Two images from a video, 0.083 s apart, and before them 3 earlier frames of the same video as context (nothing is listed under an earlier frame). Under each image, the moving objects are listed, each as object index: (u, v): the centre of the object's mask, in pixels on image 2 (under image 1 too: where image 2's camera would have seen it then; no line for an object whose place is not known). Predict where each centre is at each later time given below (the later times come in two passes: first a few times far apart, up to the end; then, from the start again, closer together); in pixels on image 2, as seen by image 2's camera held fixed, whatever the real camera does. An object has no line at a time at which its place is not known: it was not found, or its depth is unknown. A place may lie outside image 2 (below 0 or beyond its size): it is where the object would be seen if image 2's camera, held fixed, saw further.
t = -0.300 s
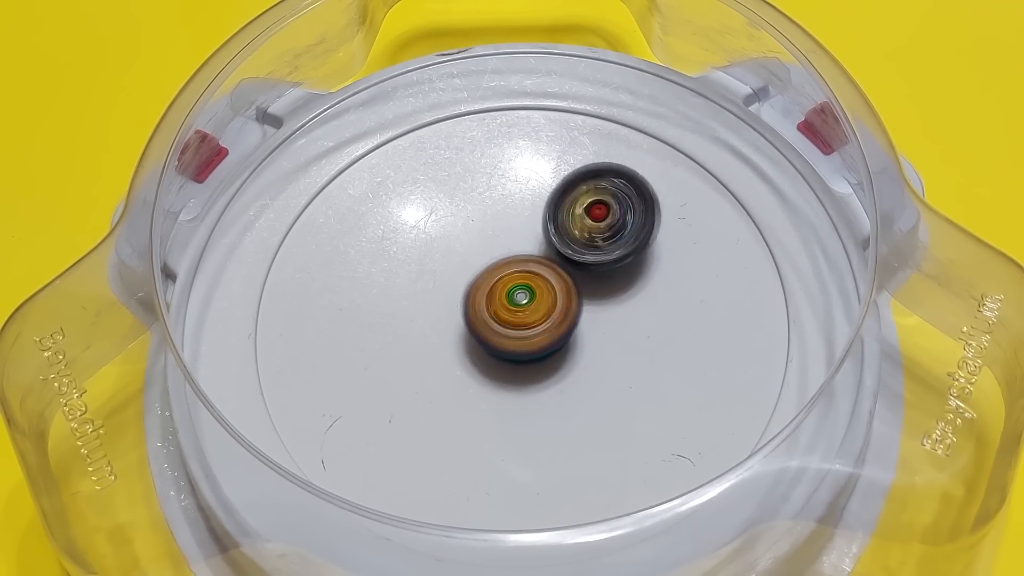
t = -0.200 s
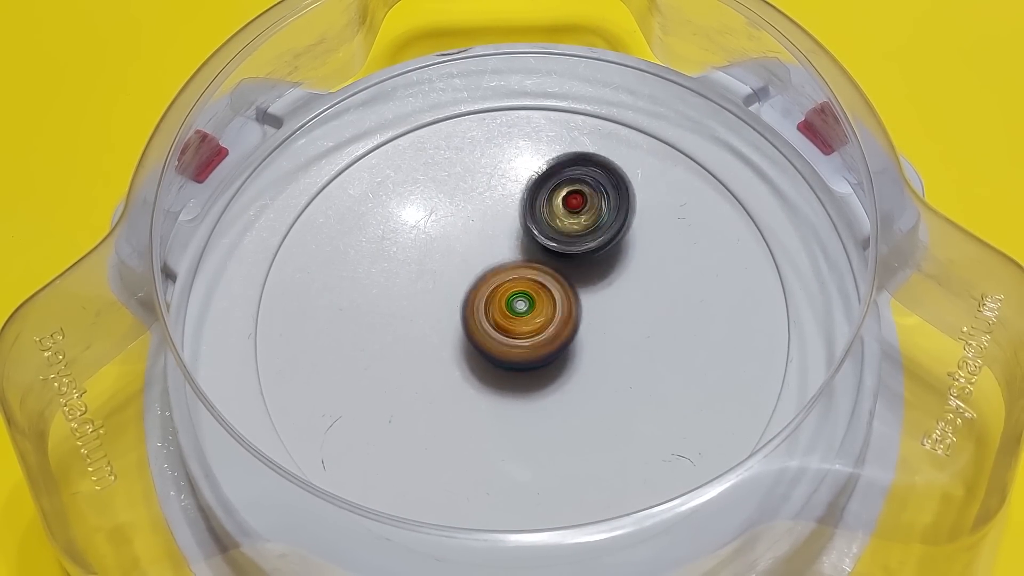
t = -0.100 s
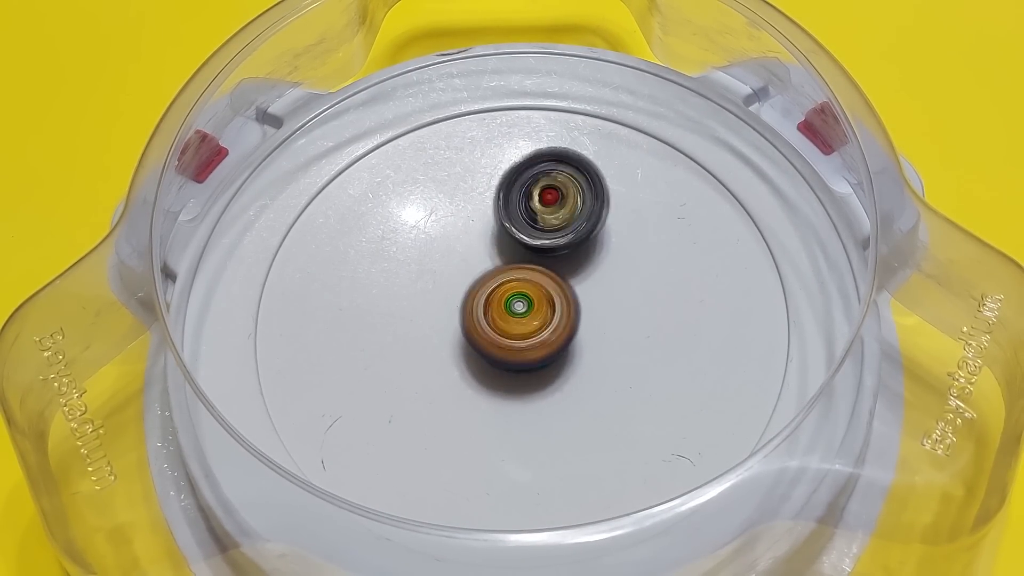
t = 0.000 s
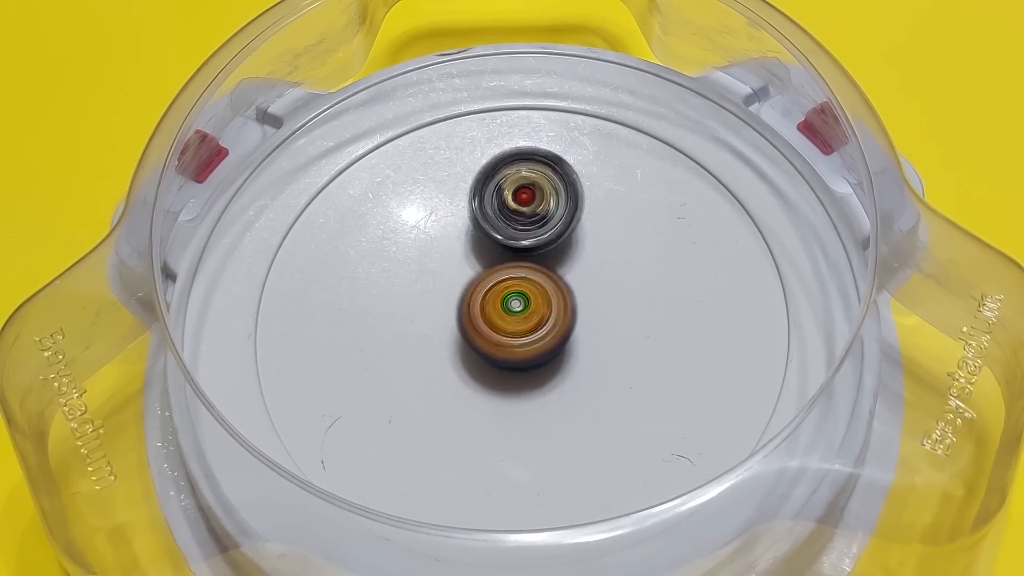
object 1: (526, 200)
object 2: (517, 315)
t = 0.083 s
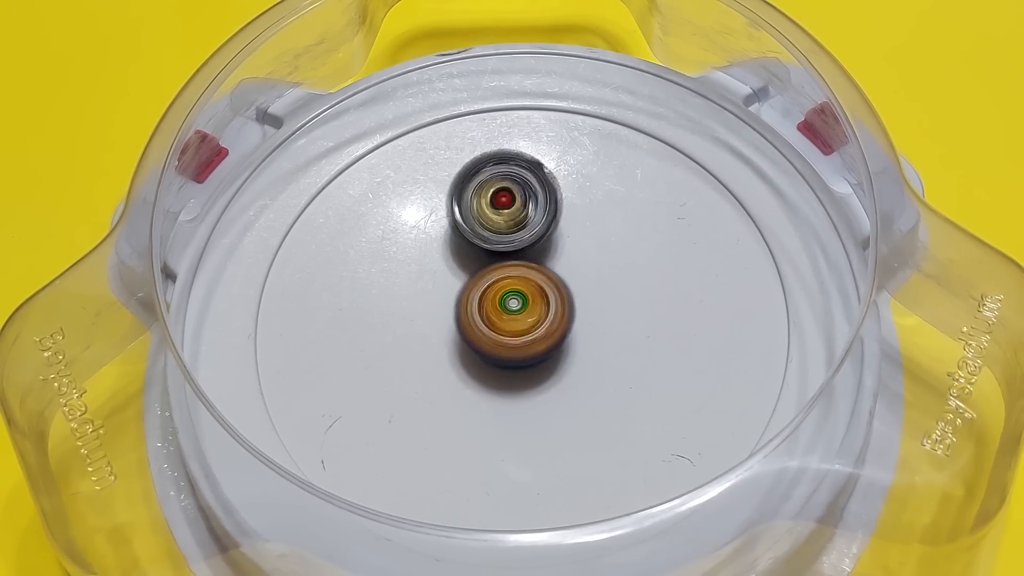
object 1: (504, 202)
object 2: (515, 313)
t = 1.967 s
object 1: (627, 338)
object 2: (514, 288)
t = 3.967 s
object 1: (453, 398)
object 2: (530, 285)
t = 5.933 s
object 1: (394, 306)
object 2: (535, 309)
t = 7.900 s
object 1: (379, 248)
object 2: (553, 313)
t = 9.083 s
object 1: (622, 386)
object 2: (480, 301)
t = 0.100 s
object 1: (499, 204)
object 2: (514, 313)
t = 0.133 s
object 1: (490, 203)
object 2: (515, 315)
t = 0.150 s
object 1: (484, 203)
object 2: (516, 316)
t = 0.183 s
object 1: (476, 201)
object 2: (517, 318)
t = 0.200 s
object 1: (471, 203)
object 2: (517, 318)
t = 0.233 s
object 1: (463, 205)
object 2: (517, 319)
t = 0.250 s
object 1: (458, 205)
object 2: (517, 319)
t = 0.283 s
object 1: (450, 210)
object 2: (517, 320)
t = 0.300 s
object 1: (446, 210)
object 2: (517, 320)
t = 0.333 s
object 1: (439, 215)
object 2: (517, 320)
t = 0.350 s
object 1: (435, 216)
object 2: (517, 320)
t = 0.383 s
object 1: (429, 221)
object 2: (517, 321)
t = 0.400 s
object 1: (425, 223)
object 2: (517, 321)
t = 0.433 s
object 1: (419, 229)
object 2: (517, 321)
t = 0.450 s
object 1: (415, 232)
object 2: (517, 322)
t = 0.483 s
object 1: (410, 237)
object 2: (517, 322)
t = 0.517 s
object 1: (405, 243)
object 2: (518, 322)
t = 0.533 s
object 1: (403, 246)
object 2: (518, 322)
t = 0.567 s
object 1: (399, 253)
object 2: (518, 321)
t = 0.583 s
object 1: (397, 257)
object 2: (518, 322)
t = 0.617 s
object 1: (394, 264)
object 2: (518, 322)
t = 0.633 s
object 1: (393, 267)
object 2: (518, 322)
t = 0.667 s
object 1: (391, 274)
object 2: (518, 321)
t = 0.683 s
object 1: (390, 279)
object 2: (519, 321)
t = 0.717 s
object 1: (389, 287)
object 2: (519, 321)
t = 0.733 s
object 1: (390, 291)
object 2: (519, 320)
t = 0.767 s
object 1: (389, 299)
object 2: (519, 320)
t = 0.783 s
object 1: (390, 303)
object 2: (519, 319)
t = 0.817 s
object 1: (390, 310)
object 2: (520, 318)
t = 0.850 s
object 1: (392, 318)
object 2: (520, 318)
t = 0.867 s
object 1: (391, 321)
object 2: (522, 317)
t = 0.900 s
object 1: (392, 329)
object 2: (523, 316)
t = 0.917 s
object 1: (393, 332)
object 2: (524, 315)
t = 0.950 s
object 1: (396, 340)
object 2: (525, 314)
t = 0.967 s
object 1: (399, 344)
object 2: (525, 313)
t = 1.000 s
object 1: (404, 352)
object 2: (526, 312)
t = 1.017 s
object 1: (406, 354)
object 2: (526, 312)
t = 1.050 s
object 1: (412, 363)
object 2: (527, 311)
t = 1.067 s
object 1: (414, 366)
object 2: (528, 309)
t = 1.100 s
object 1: (419, 374)
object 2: (528, 308)
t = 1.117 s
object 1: (422, 376)
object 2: (529, 307)
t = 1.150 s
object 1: (428, 383)
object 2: (530, 305)
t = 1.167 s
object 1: (432, 385)
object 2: (530, 304)
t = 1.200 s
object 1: (439, 391)
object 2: (530, 303)
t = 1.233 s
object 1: (449, 395)
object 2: (531, 301)
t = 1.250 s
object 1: (452, 396)
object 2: (531, 301)
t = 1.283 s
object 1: (462, 400)
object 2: (531, 299)
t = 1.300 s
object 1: (466, 401)
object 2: (531, 299)
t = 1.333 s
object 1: (476, 405)
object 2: (531, 297)
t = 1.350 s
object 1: (481, 405)
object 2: (531, 297)
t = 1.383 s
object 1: (491, 409)
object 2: (530, 295)
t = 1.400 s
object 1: (497, 409)
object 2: (531, 294)
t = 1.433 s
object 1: (507, 410)
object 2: (530, 294)
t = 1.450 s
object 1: (512, 410)
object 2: (530, 293)
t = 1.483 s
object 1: (522, 409)
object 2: (530, 292)
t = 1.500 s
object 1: (528, 409)
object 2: (529, 292)
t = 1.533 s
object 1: (537, 408)
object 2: (528, 290)
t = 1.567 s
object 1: (547, 407)
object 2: (528, 290)
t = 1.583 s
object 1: (552, 406)
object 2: (527, 290)
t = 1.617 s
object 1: (560, 403)
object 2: (526, 288)
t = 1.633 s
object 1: (566, 401)
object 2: (526, 289)
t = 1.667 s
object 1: (578, 395)
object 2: (524, 288)
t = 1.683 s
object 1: (582, 394)
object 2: (524, 287)
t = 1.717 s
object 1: (590, 389)
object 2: (523, 287)
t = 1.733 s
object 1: (593, 387)
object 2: (522, 287)
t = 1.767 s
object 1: (601, 380)
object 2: (521, 287)
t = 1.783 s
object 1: (604, 377)
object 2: (520, 287)
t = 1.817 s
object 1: (610, 373)
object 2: (519, 287)
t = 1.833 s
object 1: (613, 368)
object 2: (519, 287)
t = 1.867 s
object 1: (617, 361)
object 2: (517, 288)
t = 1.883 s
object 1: (619, 358)
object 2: (517, 287)
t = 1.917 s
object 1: (623, 350)
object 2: (516, 288)
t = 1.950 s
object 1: (626, 344)
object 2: (514, 289)
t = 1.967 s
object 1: (627, 338)
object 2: (514, 288)
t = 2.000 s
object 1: (629, 331)
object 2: (512, 289)
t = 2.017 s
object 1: (637, 328)
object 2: (505, 288)
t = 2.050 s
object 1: (649, 321)
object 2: (492, 288)
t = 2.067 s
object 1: (651, 318)
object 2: (488, 288)
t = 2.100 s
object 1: (655, 312)
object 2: (484, 289)
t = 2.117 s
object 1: (655, 309)
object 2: (483, 289)
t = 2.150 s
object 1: (656, 303)
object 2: (482, 290)
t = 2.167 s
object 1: (656, 300)
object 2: (481, 290)
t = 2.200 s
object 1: (656, 293)
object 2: (479, 291)
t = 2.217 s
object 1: (655, 290)
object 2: (478, 293)
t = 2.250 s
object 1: (653, 284)
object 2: (476, 294)
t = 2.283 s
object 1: (650, 278)
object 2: (475, 295)
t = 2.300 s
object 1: (648, 276)
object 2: (474, 296)
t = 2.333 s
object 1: (644, 270)
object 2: (473, 298)
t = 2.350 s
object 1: (642, 268)
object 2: (473, 299)
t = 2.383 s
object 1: (637, 262)
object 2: (473, 300)
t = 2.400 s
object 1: (634, 260)
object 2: (472, 301)
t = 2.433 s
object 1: (627, 253)
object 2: (472, 303)
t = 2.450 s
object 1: (625, 250)
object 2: (472, 304)
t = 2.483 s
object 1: (618, 244)
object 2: (472, 305)
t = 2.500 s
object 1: (614, 240)
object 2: (473, 306)
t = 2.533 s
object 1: (606, 237)
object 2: (473, 308)
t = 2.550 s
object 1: (602, 234)
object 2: (474, 309)
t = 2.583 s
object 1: (594, 231)
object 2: (476, 310)
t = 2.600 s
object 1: (589, 229)
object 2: (476, 311)
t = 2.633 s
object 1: (581, 226)
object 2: (477, 313)
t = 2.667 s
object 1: (572, 223)
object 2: (479, 314)
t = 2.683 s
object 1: (567, 223)
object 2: (480, 314)
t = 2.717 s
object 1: (558, 221)
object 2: (483, 316)
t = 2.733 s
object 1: (553, 220)
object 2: (484, 317)
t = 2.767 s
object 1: (544, 220)
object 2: (487, 318)
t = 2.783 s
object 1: (540, 216)
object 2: (487, 322)
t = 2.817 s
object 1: (530, 209)
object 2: (490, 330)
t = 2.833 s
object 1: (525, 207)
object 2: (492, 334)
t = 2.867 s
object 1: (517, 205)
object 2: (496, 337)
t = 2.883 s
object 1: (512, 204)
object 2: (498, 338)
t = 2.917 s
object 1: (503, 204)
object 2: (501, 339)
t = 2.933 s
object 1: (499, 203)
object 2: (503, 339)
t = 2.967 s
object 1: (490, 204)
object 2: (506, 339)
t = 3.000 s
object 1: (482, 205)
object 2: (509, 339)
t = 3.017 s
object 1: (479, 206)
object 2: (511, 339)
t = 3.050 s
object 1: (470, 207)
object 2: (514, 339)
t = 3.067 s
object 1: (466, 208)
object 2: (515, 338)
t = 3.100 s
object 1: (458, 213)
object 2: (517, 337)
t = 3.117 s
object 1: (455, 214)
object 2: (519, 336)
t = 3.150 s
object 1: (447, 218)
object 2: (522, 334)
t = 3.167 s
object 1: (444, 220)
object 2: (523, 333)
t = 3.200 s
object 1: (436, 225)
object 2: (525, 331)
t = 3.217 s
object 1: (433, 230)
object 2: (526, 330)
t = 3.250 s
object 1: (428, 235)
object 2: (528, 328)
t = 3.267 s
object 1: (425, 239)
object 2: (529, 327)
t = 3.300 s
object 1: (420, 244)
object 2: (531, 324)
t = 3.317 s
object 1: (418, 247)
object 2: (531, 322)
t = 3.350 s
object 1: (414, 255)
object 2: (532, 320)
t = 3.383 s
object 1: (411, 265)
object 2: (532, 317)
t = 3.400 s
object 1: (411, 269)
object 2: (533, 316)
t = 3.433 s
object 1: (409, 277)
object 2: (533, 314)
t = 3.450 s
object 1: (408, 281)
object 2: (533, 312)
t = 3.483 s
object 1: (408, 291)
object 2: (533, 310)
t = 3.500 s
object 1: (406, 297)
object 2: (535, 308)
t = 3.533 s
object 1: (401, 307)
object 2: (541, 304)
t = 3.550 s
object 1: (399, 310)
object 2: (543, 302)
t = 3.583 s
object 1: (398, 316)
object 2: (545, 299)
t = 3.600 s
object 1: (398, 322)
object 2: (545, 297)
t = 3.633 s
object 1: (398, 331)
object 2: (545, 294)
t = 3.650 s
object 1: (398, 335)
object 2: (544, 294)
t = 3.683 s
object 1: (399, 344)
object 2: (543, 292)
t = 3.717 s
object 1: (403, 353)
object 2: (542, 291)
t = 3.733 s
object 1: (405, 357)
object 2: (541, 290)
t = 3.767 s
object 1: (409, 364)
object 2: (540, 289)
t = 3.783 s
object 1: (411, 367)
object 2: (539, 289)
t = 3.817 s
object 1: (417, 375)
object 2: (538, 287)
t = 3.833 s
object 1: (420, 378)
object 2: (538, 287)
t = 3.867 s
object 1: (426, 384)
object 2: (535, 286)
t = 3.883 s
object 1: (431, 387)
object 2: (535, 286)
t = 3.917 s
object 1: (439, 392)
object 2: (533, 286)
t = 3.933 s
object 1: (443, 394)
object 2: (532, 285)
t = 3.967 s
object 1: (453, 398)
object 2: (530, 285)
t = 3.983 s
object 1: (457, 399)
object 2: (530, 286)
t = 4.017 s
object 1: (467, 402)
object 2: (528, 286)
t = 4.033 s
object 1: (473, 403)
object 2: (527, 285)
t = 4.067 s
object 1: (483, 405)
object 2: (525, 286)
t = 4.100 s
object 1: (494, 406)
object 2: (523, 286)
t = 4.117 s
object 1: (499, 407)
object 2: (522, 287)
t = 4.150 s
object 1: (511, 407)
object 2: (520, 287)
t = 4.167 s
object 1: (516, 406)
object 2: (518, 287)
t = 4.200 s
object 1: (527, 404)
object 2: (516, 288)
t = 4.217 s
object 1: (532, 403)
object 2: (515, 290)
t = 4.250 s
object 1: (543, 400)
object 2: (513, 291)
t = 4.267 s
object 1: (548, 398)
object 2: (512, 291)
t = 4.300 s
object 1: (558, 394)
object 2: (510, 294)
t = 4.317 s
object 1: (563, 392)
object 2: (509, 294)
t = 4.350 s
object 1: (575, 390)
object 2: (504, 293)
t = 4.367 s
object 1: (579, 388)
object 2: (502, 294)
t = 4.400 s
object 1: (588, 382)
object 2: (500, 296)
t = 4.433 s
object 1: (596, 376)
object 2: (499, 299)
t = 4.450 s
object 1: (601, 372)
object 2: (498, 300)
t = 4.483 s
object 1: (608, 365)
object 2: (497, 302)
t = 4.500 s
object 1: (611, 361)
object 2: (497, 304)
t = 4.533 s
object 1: (617, 353)
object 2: (497, 306)
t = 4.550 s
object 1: (618, 349)
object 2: (497, 307)
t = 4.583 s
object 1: (623, 340)
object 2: (497, 309)
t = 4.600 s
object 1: (625, 337)
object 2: (498, 311)
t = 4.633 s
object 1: (628, 327)
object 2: (498, 314)
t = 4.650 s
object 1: (629, 322)
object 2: (498, 314)
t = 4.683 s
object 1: (630, 313)
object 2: (499, 316)
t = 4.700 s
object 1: (631, 309)
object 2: (500, 318)
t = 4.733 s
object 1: (631, 299)
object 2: (502, 320)
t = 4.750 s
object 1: (630, 296)
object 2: (502, 320)
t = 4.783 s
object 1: (629, 287)
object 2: (504, 322)
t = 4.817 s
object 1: (626, 278)
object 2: (506, 323)
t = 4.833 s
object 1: (625, 274)
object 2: (507, 323)
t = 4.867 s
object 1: (622, 265)
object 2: (509, 324)
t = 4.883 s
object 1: (620, 262)
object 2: (510, 325)
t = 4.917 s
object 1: (615, 255)
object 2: (512, 325)
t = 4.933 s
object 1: (613, 249)
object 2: (512, 325)
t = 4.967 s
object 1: (607, 242)
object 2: (515, 325)
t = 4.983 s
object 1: (603, 238)
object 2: (516, 325)
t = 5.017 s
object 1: (596, 232)
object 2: (518, 325)
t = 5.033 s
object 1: (592, 229)
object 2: (519, 324)
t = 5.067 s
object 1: (585, 224)
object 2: (521, 324)
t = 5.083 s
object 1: (581, 223)
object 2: (522, 324)
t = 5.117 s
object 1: (573, 218)
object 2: (524, 322)
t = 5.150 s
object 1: (564, 215)
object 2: (525, 322)
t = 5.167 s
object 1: (560, 212)
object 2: (526, 323)
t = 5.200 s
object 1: (550, 205)
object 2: (528, 328)
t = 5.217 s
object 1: (546, 203)
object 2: (528, 329)
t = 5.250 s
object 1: (537, 199)
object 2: (530, 328)
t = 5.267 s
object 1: (533, 198)
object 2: (530, 328)
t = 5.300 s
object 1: (523, 196)
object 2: (530, 327)
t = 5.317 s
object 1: (519, 196)
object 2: (530, 326)
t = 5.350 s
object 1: (509, 196)
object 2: (530, 325)
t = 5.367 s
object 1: (505, 196)
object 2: (531, 324)
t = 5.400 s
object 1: (495, 197)
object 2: (531, 323)
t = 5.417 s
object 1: (491, 198)
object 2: (531, 322)
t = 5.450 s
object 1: (482, 201)
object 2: (530, 321)
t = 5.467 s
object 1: (478, 202)
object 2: (530, 319)
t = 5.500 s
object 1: (470, 206)
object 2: (530, 318)
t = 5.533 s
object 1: (463, 211)
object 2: (529, 317)
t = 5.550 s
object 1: (459, 214)
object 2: (529, 316)
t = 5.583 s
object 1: (451, 221)
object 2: (528, 315)
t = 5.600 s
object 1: (448, 223)
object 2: (528, 314)
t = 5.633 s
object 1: (441, 231)
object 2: (527, 313)
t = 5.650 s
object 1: (438, 234)
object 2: (526, 311)
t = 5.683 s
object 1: (431, 243)
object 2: (525, 311)
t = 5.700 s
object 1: (427, 247)
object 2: (526, 310)
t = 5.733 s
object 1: (413, 251)
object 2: (534, 311)
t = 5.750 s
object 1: (408, 256)
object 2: (537, 310)
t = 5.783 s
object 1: (402, 264)
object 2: (539, 310)
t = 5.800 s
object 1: (400, 268)
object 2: (539, 309)
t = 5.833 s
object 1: (397, 278)
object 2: (537, 309)
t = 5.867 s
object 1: (395, 287)
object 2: (536, 309)
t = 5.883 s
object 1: (394, 291)
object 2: (536, 309)
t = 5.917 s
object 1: (394, 301)
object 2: (535, 309)
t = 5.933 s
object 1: (394, 306)
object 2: (535, 309)
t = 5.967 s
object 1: (395, 316)
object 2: (534, 309)
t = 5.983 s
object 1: (396, 321)
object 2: (533, 309)
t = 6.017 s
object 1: (398, 330)
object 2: (532, 309)
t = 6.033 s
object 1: (400, 334)
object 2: (531, 309)
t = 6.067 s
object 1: (404, 342)
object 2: (530, 310)
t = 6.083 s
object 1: (407, 346)
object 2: (530, 310)
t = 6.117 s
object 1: (414, 354)
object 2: (529, 311)
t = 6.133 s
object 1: (416, 360)
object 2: (530, 310)
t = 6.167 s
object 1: (417, 372)
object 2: (535, 303)
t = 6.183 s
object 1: (421, 378)
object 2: (537, 300)
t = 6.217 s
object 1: (428, 385)
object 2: (539, 296)
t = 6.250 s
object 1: (436, 392)
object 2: (539, 294)
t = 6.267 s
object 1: (441, 394)
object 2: (538, 294)
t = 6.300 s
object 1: (451, 399)
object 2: (538, 293)
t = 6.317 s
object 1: (457, 401)
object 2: (537, 294)
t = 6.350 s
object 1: (469, 404)
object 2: (537, 294)
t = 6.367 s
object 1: (475, 405)
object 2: (536, 294)
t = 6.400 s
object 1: (488, 407)
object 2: (536, 294)
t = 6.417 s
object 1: (494, 408)
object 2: (536, 295)
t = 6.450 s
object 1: (507, 408)
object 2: (535, 295)
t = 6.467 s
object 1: (514, 408)
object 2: (535, 295)
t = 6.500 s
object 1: (526, 406)
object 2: (535, 295)
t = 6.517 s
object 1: (533, 405)
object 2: (534, 295)
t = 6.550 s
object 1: (545, 402)
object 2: (534, 295)
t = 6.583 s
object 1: (559, 400)
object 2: (532, 294)
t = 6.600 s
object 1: (565, 400)
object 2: (530, 293)
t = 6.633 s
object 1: (576, 397)
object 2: (527, 292)
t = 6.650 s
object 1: (581, 394)
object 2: (526, 292)
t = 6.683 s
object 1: (591, 388)
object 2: (525, 291)
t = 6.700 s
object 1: (596, 384)
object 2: (525, 292)
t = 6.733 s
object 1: (605, 377)
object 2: (524, 291)
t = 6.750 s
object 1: (608, 373)
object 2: (524, 292)
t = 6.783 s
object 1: (616, 365)
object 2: (523, 292)
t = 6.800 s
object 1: (619, 360)
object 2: (522, 292)
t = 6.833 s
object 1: (626, 350)
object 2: (520, 293)
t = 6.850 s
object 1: (629, 346)
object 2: (518, 292)
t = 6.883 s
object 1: (633, 337)
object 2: (517, 294)
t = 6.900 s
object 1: (634, 332)
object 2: (516, 294)
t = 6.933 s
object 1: (636, 322)
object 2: (516, 295)
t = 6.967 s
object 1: (643, 309)
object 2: (510, 296)
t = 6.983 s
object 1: (647, 304)
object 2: (504, 296)
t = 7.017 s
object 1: (651, 293)
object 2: (497, 299)
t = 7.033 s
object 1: (651, 288)
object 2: (495, 300)
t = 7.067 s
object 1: (650, 279)
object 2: (495, 302)
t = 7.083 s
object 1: (650, 274)
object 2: (494, 303)
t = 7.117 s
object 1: (647, 265)
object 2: (493, 304)
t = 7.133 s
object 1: (646, 260)
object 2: (492, 305)
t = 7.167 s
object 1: (641, 249)
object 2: (492, 306)
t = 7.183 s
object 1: (638, 245)
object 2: (491, 307)
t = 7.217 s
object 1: (631, 237)
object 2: (492, 308)
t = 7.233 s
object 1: (628, 232)
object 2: (492, 309)
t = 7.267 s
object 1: (618, 226)
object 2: (493, 310)
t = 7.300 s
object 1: (610, 220)
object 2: (494, 312)
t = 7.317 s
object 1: (605, 217)
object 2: (494, 312)
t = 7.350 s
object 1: (595, 213)
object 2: (496, 314)
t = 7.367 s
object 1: (589, 211)
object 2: (496, 314)
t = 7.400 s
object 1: (579, 207)
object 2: (498, 314)
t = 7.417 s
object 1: (573, 206)
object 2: (498, 314)
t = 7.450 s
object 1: (560, 205)
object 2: (500, 315)
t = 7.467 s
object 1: (554, 205)
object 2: (501, 315)
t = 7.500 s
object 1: (543, 204)
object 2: (503, 315)
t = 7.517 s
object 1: (537, 205)
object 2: (505, 315)
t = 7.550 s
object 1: (524, 208)
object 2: (507, 315)
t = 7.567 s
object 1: (518, 208)
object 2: (508, 315)
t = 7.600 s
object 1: (506, 206)
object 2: (512, 319)
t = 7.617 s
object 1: (498, 206)
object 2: (514, 320)
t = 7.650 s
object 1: (486, 209)
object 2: (517, 320)
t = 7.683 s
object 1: (477, 213)
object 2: (519, 317)
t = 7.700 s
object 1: (470, 217)
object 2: (520, 317)
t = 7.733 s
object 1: (458, 223)
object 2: (522, 314)
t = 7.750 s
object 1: (452, 225)
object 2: (526, 315)
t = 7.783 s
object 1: (430, 227)
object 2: (538, 318)
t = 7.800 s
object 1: (419, 228)
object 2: (543, 318)
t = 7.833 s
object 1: (404, 233)
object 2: (548, 317)
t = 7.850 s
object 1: (396, 237)
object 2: (550, 316)
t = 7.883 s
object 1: (383, 245)
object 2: (552, 314)
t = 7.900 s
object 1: (379, 248)
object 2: (553, 313)
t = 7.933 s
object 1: (368, 257)
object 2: (555, 310)
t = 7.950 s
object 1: (364, 261)
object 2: (555, 310)
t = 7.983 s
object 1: (357, 269)
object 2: (556, 307)
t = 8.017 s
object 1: (352, 278)
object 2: (555, 305)
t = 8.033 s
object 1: (352, 281)
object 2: (556, 303)
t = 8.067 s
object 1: (349, 292)
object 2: (556, 301)
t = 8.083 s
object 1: (349, 297)
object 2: (556, 299)
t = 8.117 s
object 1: (348, 304)
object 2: (554, 299)
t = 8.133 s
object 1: (349, 309)
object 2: (554, 297)
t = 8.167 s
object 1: (351, 317)
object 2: (552, 295)
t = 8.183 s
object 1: (353, 322)
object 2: (552, 294)
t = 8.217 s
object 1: (359, 331)
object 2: (550, 291)
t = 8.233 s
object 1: (362, 334)
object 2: (549, 292)
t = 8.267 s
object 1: (373, 343)
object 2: (548, 289)
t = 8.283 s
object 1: (376, 348)
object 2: (546, 289)
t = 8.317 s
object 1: (389, 355)
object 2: (543, 285)
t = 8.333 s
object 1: (396, 360)
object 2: (542, 285)
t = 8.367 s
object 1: (412, 368)
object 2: (539, 285)
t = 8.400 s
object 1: (431, 377)
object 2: (534, 282)
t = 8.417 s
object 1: (442, 380)
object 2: (532, 282)
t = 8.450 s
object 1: (464, 389)
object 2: (529, 280)
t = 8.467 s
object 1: (476, 392)
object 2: (526, 281)
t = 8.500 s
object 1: (501, 400)
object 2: (523, 279)
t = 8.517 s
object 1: (513, 403)
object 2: (520, 278)
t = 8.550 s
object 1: (536, 411)
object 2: (515, 280)
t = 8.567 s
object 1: (548, 412)
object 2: (513, 278)
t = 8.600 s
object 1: (570, 419)
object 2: (508, 279)
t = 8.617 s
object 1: (580, 420)
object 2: (507, 280)
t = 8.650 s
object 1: (597, 425)
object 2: (502, 279)
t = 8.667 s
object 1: (605, 428)
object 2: (500, 280)
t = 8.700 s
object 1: (616, 430)
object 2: (497, 280)
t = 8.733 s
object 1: (623, 432)
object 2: (493, 282)
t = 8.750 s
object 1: (625, 433)
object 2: (493, 283)
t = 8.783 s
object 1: (630, 433)
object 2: (489, 283)
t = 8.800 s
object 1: (631, 434)
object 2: (488, 284)
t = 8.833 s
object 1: (635, 431)
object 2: (487, 285)
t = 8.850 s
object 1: (635, 430)
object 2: (485, 286)
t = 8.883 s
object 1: (636, 426)
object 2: (484, 288)
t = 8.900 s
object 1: (636, 423)
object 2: (484, 288)
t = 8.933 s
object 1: (636, 416)
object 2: (482, 290)
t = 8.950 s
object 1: (636, 413)
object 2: (482, 291)
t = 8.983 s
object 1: (633, 406)
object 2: (481, 294)
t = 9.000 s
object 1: (632, 405)
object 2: (481, 295)
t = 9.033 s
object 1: (629, 398)
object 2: (481, 298)
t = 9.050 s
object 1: (627, 394)
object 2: (481, 299)
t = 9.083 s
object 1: (622, 386)
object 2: (480, 301)
